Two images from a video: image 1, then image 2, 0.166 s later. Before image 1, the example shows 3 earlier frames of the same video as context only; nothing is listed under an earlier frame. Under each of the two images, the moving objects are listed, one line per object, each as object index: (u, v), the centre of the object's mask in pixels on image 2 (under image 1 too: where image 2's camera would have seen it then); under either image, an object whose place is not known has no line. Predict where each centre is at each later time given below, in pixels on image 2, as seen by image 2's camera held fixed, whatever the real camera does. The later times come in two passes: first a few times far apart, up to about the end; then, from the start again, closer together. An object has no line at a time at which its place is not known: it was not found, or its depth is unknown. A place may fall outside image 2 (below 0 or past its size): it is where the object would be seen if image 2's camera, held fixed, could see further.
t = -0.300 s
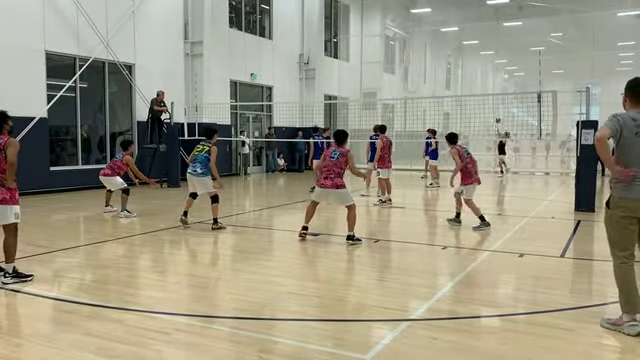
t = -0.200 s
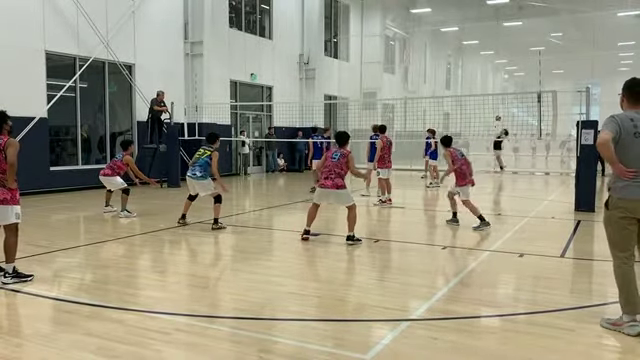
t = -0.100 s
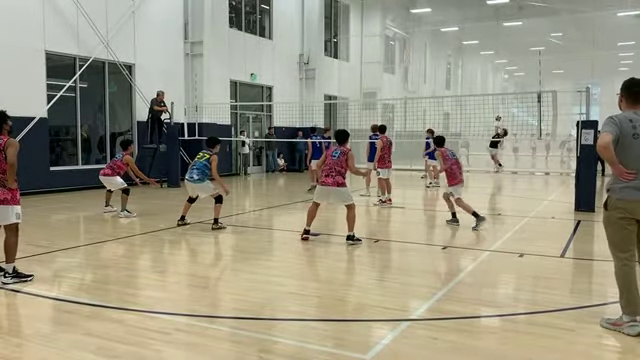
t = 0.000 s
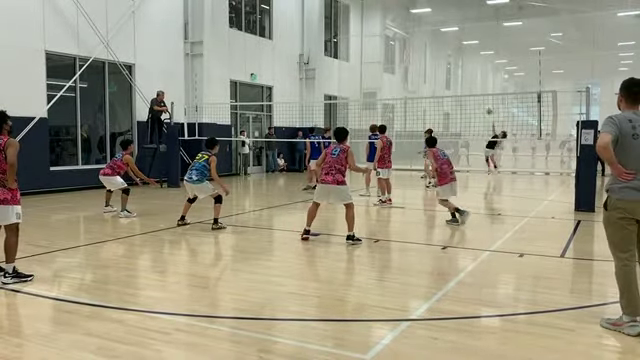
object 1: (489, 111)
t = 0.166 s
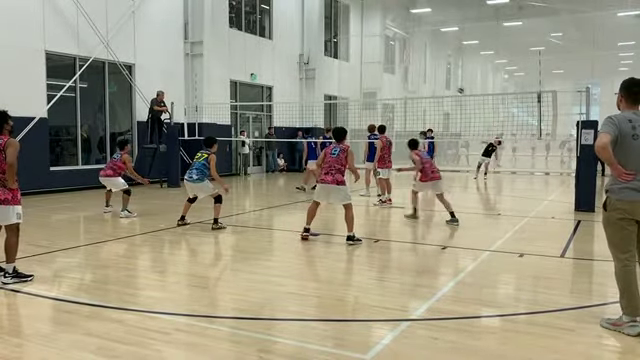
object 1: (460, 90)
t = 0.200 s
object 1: (454, 86)
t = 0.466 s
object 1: (398, 66)
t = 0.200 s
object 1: (454, 86)
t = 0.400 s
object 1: (414, 69)
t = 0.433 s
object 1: (406, 67)
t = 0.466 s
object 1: (398, 66)
